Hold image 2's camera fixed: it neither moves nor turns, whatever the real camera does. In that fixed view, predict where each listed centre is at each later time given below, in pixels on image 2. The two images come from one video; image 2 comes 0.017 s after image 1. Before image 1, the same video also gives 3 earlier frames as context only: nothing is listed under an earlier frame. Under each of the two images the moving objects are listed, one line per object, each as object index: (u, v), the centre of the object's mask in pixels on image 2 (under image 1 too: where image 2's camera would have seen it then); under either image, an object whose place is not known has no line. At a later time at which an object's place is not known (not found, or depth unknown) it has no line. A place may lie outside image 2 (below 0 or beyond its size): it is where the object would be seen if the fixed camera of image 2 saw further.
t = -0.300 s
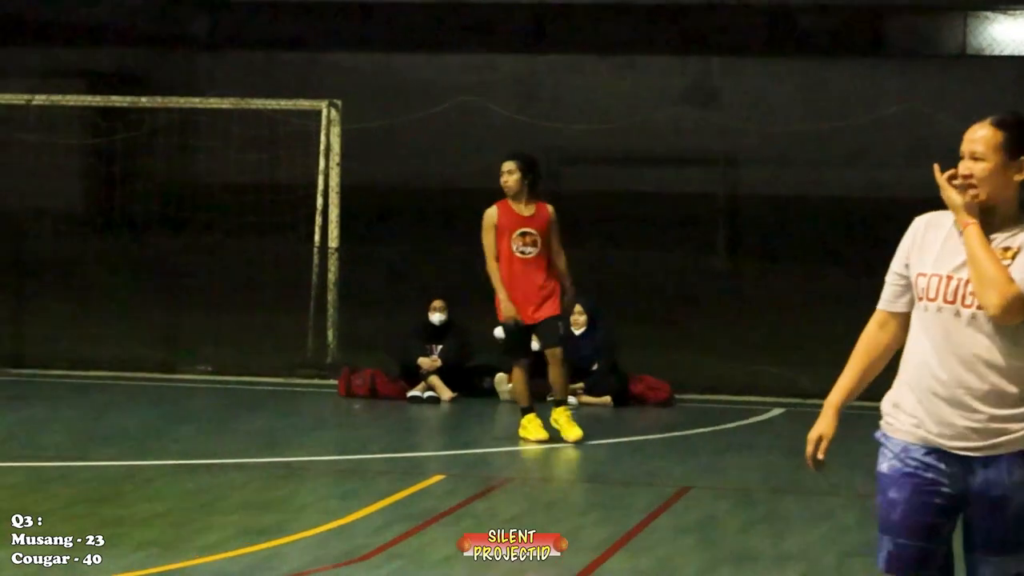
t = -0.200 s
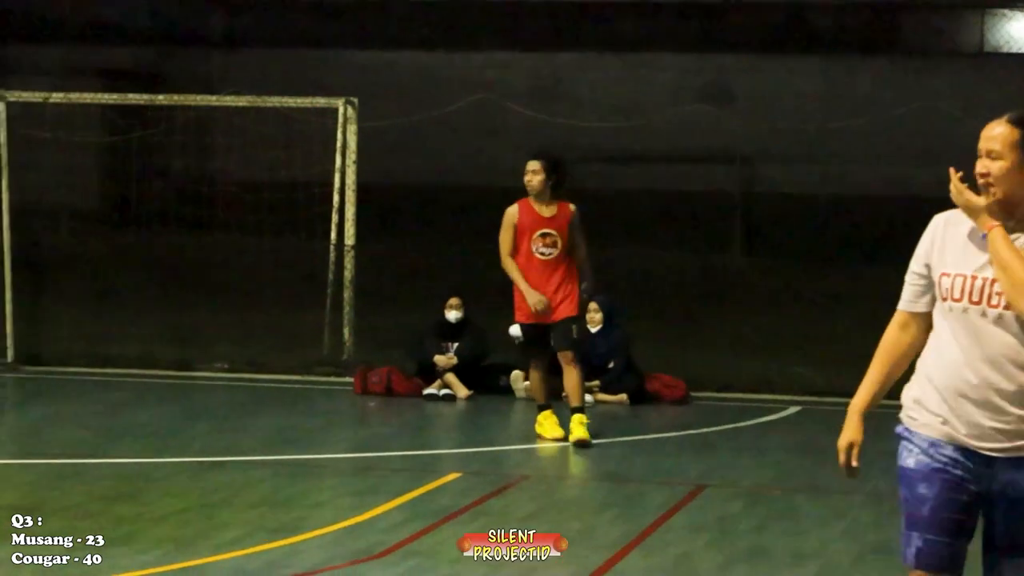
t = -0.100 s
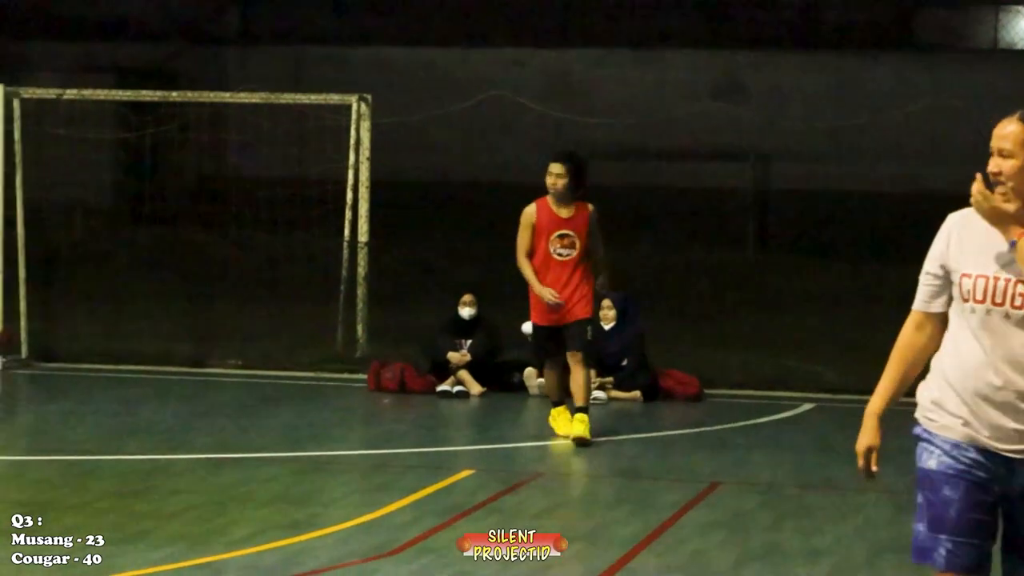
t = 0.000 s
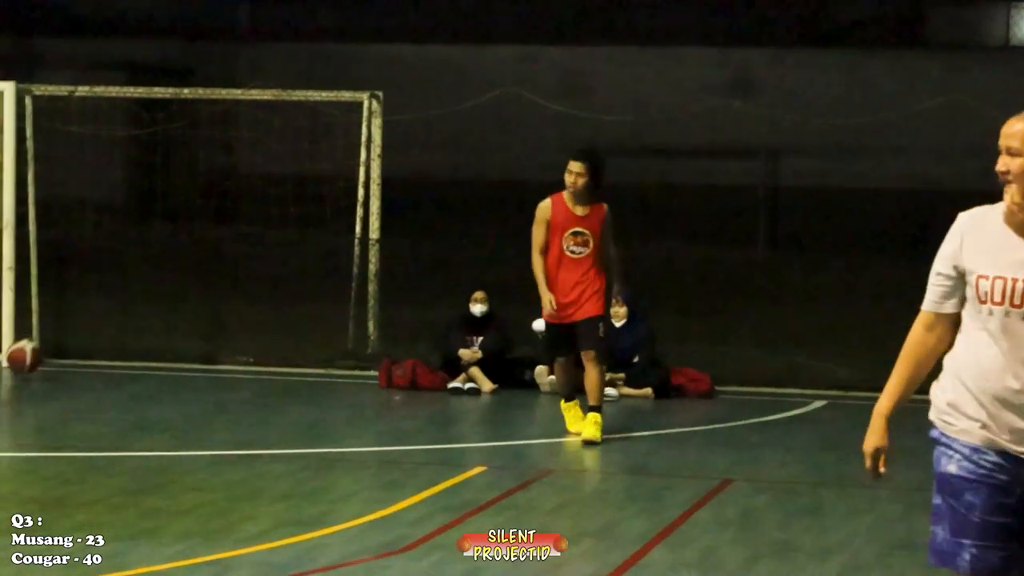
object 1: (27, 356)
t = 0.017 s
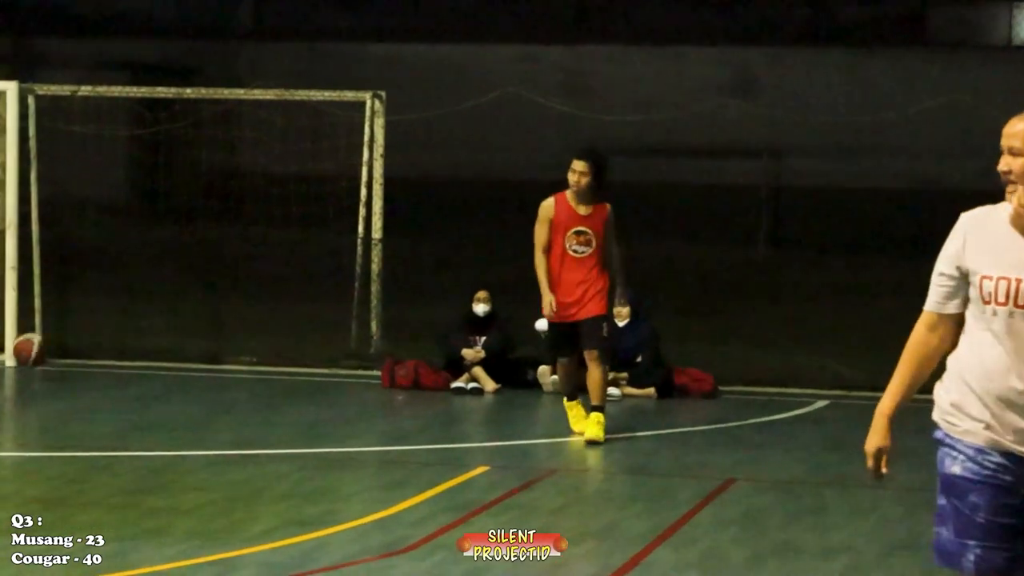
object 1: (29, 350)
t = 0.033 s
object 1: (32, 344)
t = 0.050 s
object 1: (33, 337)
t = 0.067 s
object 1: (35, 332)
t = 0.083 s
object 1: (40, 329)
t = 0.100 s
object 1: (44, 324)
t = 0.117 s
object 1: (46, 320)
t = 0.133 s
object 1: (50, 316)
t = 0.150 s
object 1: (55, 312)
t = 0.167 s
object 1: (57, 309)
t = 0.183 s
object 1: (60, 307)
